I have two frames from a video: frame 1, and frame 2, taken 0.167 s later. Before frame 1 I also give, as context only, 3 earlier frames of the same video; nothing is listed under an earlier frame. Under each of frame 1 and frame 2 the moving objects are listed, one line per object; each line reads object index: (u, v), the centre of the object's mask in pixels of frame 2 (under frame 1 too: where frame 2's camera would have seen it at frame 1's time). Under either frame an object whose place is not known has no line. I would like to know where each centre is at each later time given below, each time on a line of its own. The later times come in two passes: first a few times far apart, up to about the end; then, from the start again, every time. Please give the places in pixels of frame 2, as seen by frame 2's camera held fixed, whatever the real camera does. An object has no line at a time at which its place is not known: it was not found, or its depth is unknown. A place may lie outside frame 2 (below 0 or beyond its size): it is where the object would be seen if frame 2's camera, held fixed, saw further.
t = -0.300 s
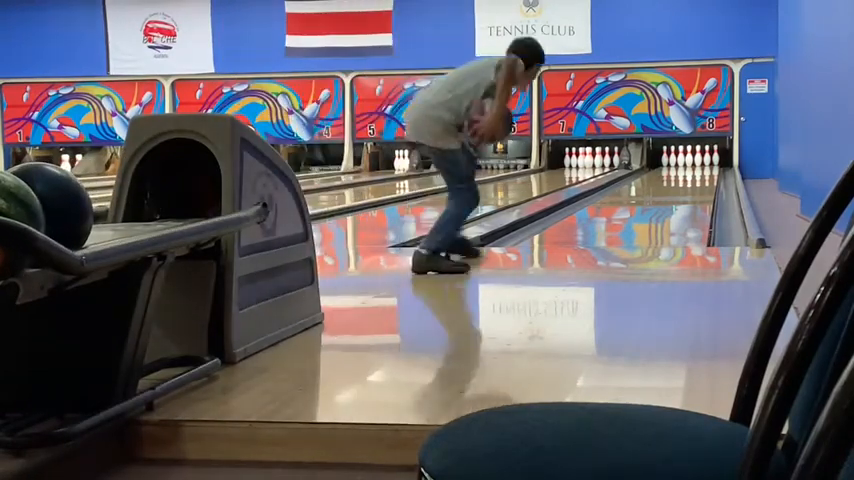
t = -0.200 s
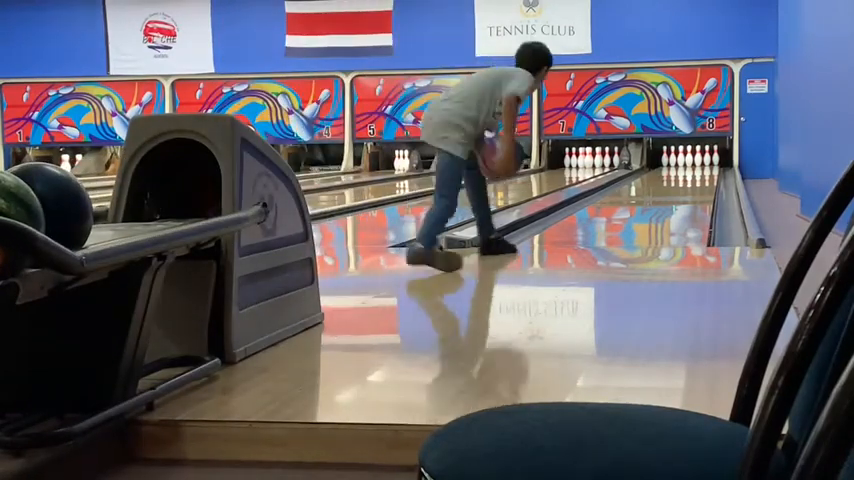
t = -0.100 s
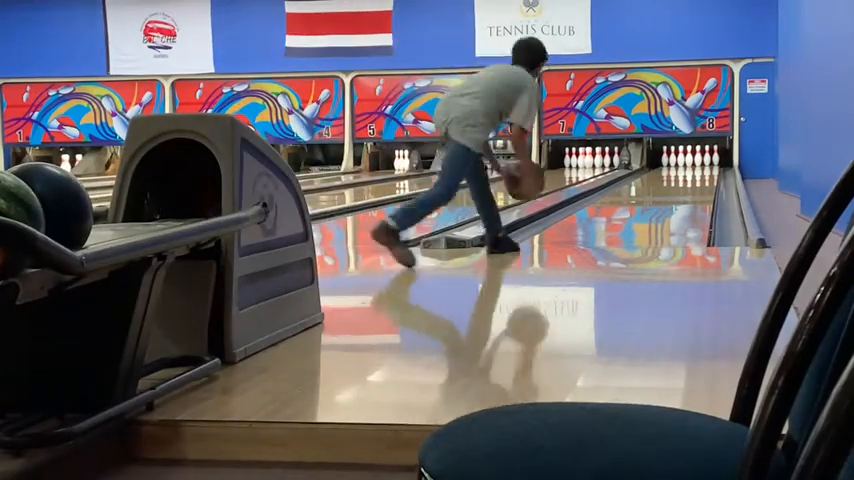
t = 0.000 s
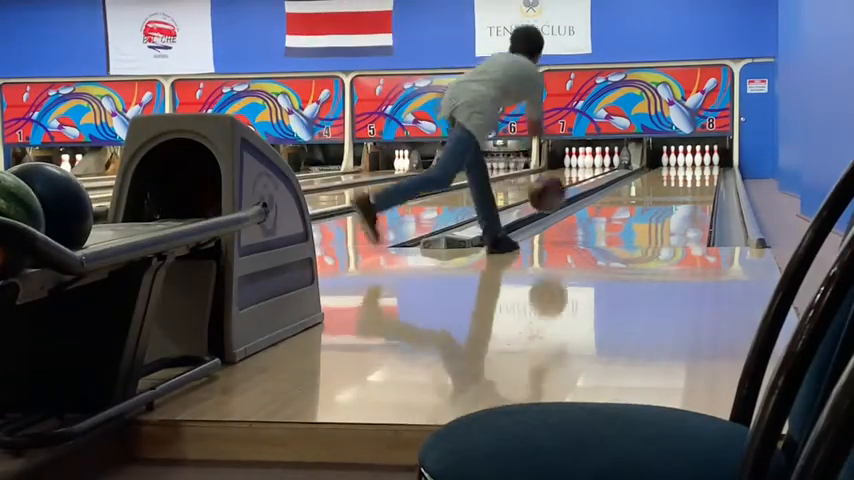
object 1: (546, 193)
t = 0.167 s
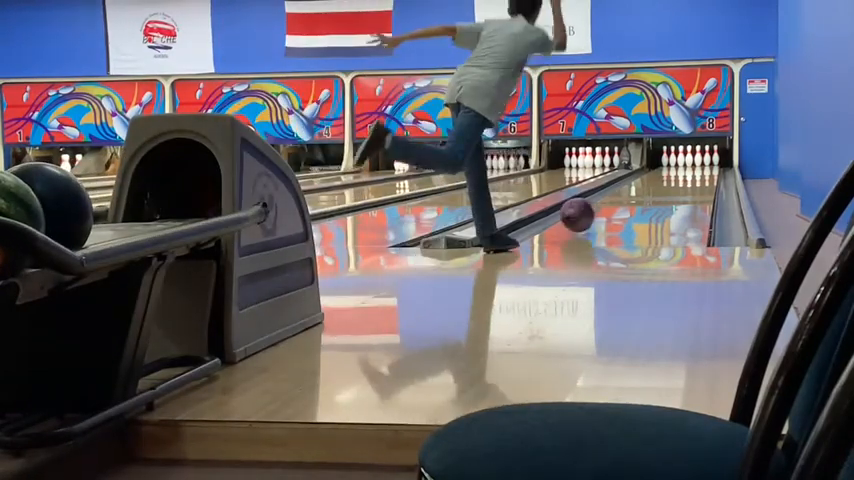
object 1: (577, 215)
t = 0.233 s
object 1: (587, 212)
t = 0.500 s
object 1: (622, 204)
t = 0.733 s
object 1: (644, 194)
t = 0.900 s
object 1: (657, 189)
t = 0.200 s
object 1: (582, 212)
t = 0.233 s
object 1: (587, 212)
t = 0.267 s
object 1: (593, 213)
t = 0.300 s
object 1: (598, 212)
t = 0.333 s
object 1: (602, 210)
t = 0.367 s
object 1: (607, 209)
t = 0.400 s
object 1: (611, 207)
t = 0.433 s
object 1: (614, 205)
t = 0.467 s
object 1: (618, 203)
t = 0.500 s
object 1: (622, 204)
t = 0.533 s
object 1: (625, 201)
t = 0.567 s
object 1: (629, 200)
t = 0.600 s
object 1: (633, 199)
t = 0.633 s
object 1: (636, 197)
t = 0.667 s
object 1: (639, 198)
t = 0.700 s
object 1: (641, 196)
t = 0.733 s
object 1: (644, 194)
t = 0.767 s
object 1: (649, 194)
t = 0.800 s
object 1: (651, 193)
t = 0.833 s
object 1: (653, 191)
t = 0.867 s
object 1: (654, 190)
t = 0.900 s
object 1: (657, 189)
